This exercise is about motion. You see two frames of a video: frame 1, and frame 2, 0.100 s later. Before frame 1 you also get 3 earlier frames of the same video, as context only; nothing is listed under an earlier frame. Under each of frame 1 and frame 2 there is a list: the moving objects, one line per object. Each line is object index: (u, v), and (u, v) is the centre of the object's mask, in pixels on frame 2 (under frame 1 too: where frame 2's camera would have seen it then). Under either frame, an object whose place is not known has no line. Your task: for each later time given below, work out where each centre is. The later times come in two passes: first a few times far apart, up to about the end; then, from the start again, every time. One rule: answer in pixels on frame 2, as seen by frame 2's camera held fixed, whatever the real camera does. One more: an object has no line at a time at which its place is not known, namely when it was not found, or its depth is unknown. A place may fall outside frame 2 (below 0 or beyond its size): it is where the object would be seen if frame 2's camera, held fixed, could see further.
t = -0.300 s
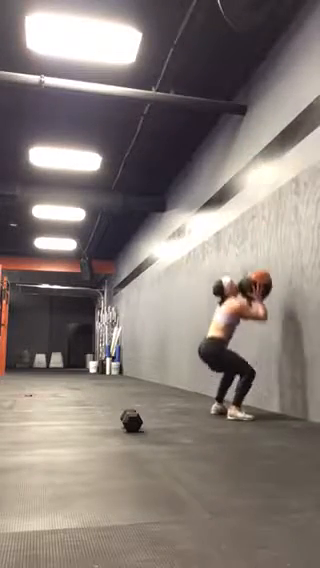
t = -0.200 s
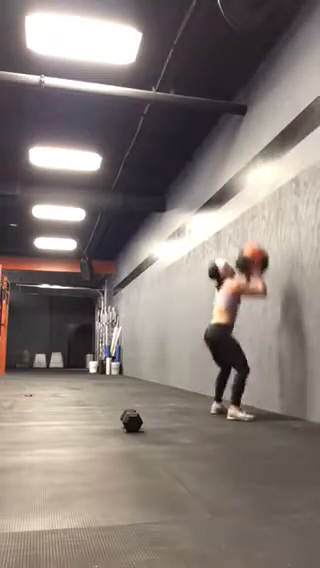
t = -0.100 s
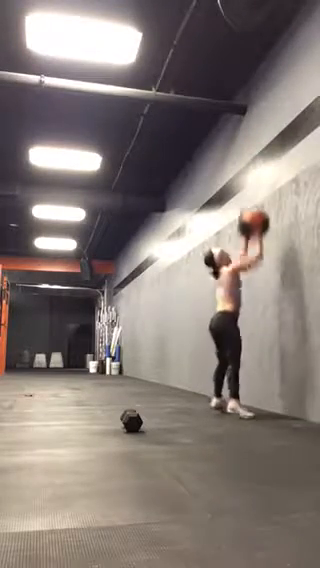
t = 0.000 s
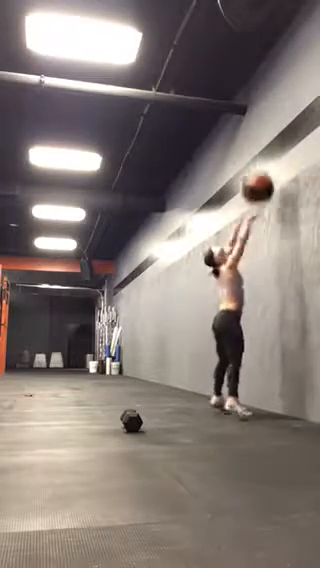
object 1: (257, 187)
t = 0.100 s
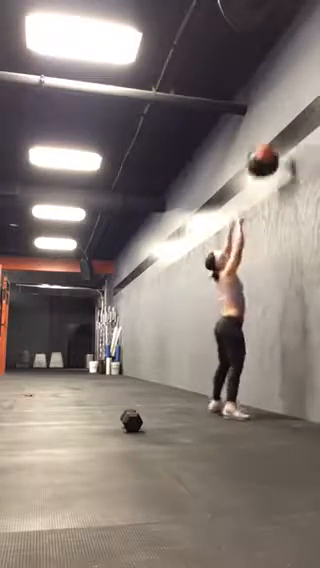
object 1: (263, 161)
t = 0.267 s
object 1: (268, 137)
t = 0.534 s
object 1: (263, 153)
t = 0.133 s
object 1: (264, 154)
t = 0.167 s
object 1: (266, 149)
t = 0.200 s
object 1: (266, 145)
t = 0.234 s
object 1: (267, 140)
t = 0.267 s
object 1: (268, 137)
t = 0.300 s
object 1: (269, 136)
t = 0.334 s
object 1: (268, 136)
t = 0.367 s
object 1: (268, 136)
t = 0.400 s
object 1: (267, 138)
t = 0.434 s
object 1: (266, 140)
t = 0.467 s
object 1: (265, 143)
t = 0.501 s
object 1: (264, 147)
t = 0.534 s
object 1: (263, 153)
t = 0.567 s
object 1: (262, 158)
